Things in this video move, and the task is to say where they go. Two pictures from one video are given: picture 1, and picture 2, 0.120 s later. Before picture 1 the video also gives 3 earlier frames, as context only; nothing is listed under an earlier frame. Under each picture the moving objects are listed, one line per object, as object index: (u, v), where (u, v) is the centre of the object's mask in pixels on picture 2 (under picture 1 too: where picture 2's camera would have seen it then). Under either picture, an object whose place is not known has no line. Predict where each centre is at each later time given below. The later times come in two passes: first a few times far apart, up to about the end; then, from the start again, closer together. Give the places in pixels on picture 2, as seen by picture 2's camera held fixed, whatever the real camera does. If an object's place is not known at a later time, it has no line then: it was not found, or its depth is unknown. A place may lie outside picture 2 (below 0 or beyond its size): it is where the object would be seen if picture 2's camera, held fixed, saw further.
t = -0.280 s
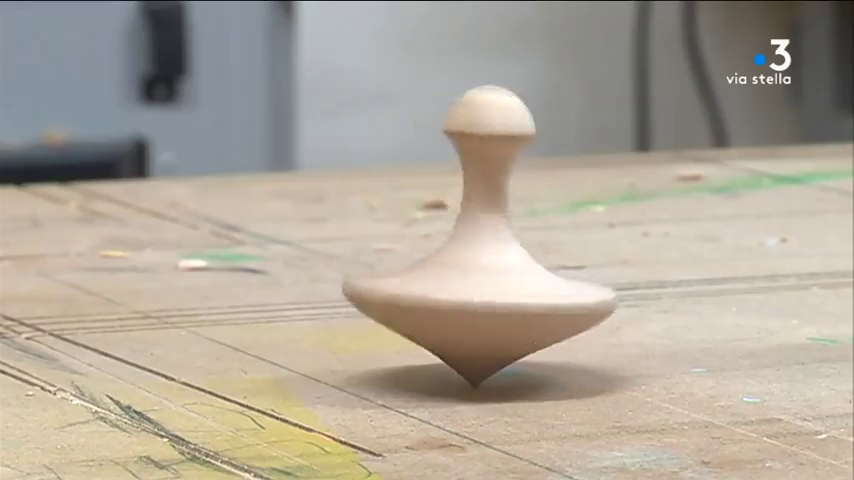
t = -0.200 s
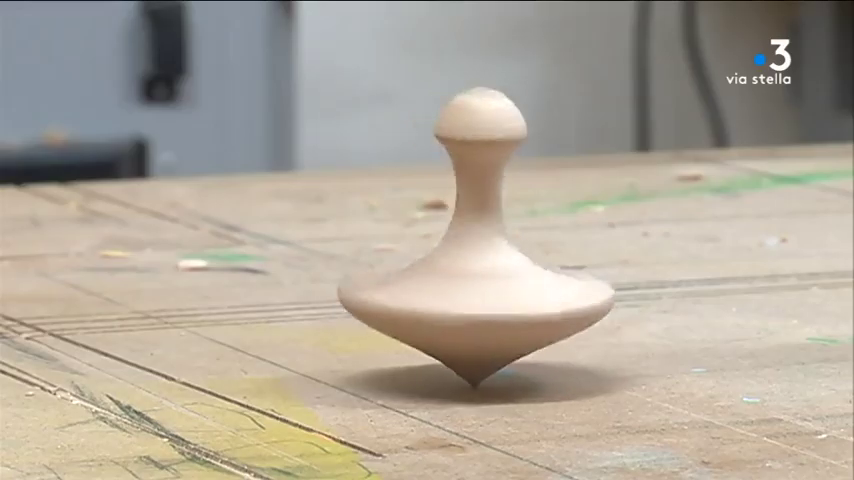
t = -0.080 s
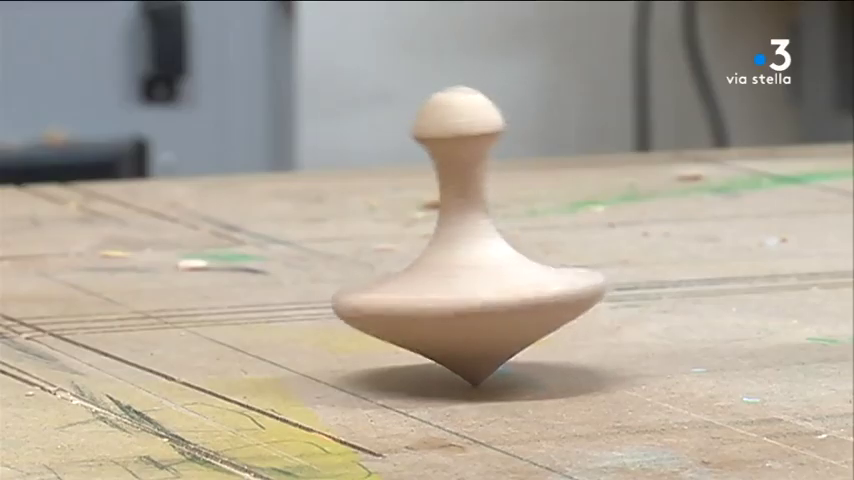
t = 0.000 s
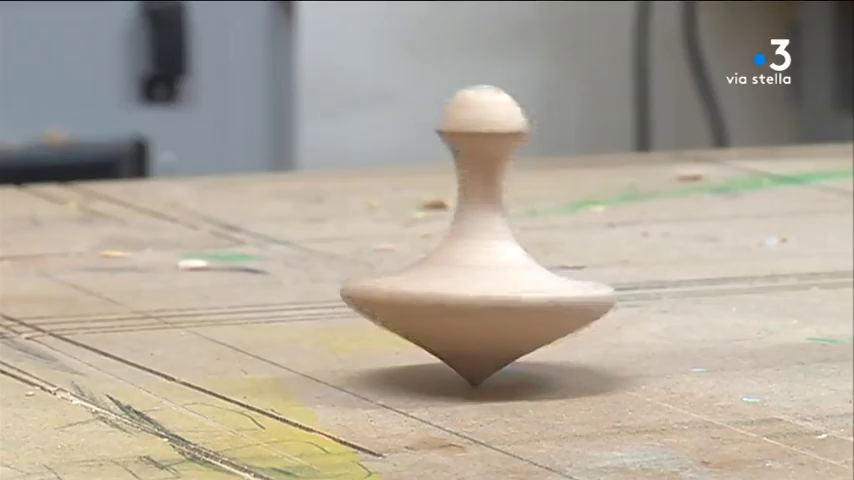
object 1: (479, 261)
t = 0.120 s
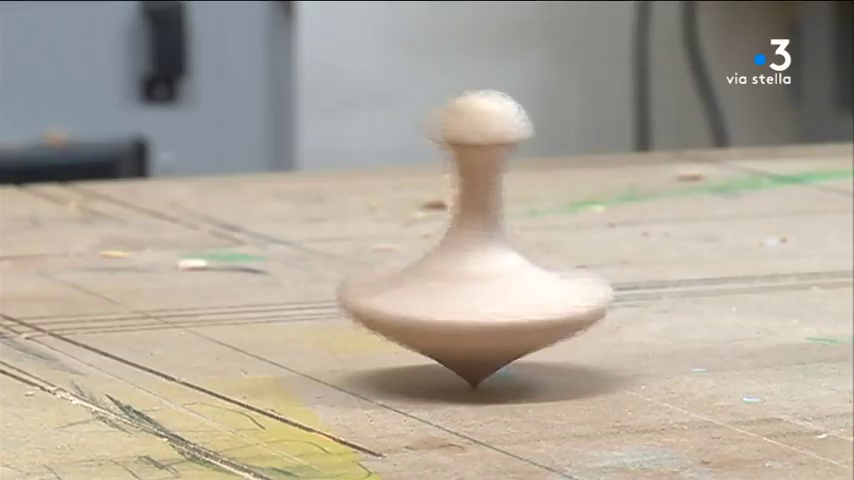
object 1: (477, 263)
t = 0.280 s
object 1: (472, 261)
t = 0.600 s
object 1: (475, 261)
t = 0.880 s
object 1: (473, 261)
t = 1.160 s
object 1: (453, 263)
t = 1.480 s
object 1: (458, 265)
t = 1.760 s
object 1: (483, 264)
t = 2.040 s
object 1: (483, 262)
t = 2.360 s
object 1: (487, 262)
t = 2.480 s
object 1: (480, 269)
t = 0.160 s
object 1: (469, 263)
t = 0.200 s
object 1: (464, 262)
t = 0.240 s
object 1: (468, 262)
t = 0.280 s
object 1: (472, 261)
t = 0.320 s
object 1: (485, 261)
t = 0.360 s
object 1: (488, 261)
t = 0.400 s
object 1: (489, 264)
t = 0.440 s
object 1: (480, 265)
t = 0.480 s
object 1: (469, 264)
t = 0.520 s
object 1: (464, 263)
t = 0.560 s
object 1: (463, 262)
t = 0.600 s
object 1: (475, 261)
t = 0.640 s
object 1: (482, 261)
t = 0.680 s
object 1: (488, 263)
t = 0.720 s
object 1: (483, 263)
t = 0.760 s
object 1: (476, 264)
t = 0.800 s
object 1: (469, 263)
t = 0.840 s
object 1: (466, 262)
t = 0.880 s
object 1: (473, 261)
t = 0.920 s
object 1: (479, 261)
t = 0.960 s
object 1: (491, 263)
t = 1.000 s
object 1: (487, 264)
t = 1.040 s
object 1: (485, 266)
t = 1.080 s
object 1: (469, 266)
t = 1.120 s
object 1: (457, 265)
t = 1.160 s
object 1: (453, 263)
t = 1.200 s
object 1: (457, 262)
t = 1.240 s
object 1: (475, 262)
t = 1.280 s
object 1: (487, 263)
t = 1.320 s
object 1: (497, 265)
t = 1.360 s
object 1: (491, 266)
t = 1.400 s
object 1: (482, 267)
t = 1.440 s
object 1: (468, 267)
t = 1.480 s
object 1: (458, 265)
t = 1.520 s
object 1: (457, 263)
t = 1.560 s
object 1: (460, 261)
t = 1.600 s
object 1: (473, 261)
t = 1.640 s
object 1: (478, 260)
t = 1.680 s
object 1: (488, 262)
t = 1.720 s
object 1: (486, 263)
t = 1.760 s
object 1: (483, 264)
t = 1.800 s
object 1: (473, 264)
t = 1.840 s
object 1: (467, 263)
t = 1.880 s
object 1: (465, 262)
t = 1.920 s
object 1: (466, 262)
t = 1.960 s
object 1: (474, 262)
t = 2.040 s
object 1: (483, 262)
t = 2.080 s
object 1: (479, 263)
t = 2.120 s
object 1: (479, 264)
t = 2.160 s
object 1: (470, 263)
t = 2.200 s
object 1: (466, 263)
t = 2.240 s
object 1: (464, 261)
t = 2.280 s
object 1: (469, 261)
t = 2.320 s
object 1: (479, 260)
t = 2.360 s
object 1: (487, 262)
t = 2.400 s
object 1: (496, 264)
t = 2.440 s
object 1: (488, 267)
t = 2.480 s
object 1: (480, 269)
